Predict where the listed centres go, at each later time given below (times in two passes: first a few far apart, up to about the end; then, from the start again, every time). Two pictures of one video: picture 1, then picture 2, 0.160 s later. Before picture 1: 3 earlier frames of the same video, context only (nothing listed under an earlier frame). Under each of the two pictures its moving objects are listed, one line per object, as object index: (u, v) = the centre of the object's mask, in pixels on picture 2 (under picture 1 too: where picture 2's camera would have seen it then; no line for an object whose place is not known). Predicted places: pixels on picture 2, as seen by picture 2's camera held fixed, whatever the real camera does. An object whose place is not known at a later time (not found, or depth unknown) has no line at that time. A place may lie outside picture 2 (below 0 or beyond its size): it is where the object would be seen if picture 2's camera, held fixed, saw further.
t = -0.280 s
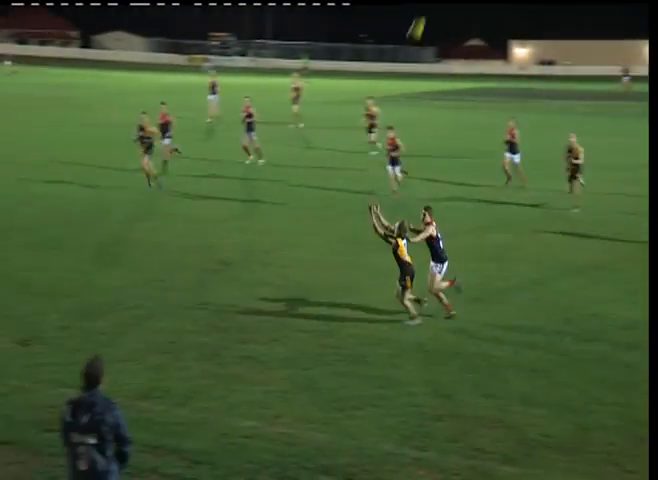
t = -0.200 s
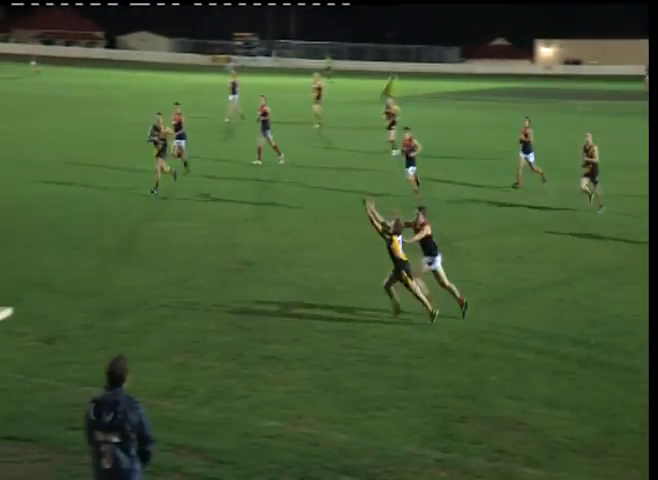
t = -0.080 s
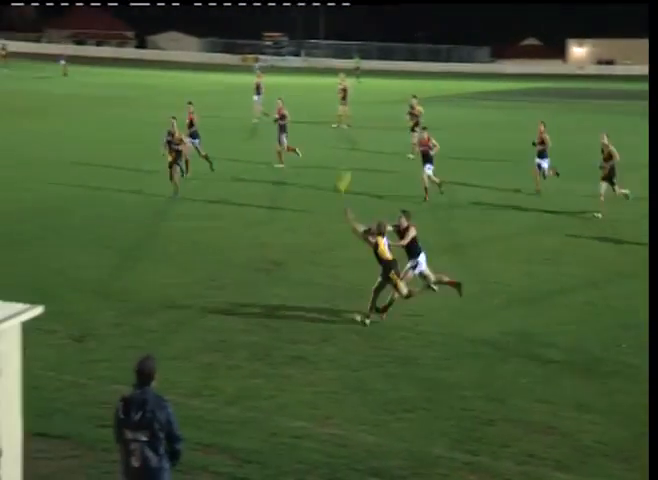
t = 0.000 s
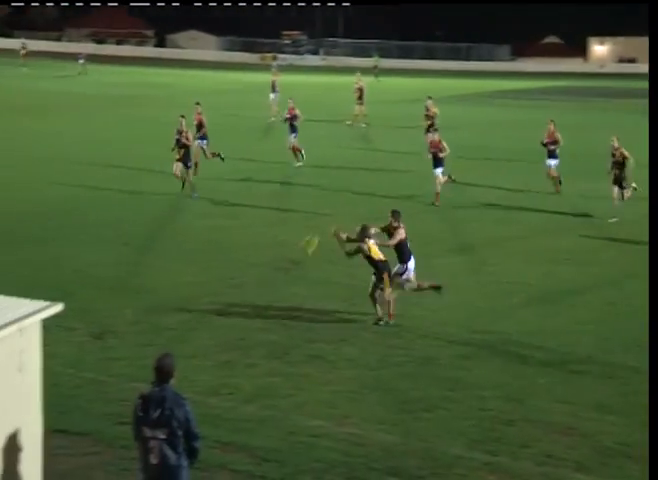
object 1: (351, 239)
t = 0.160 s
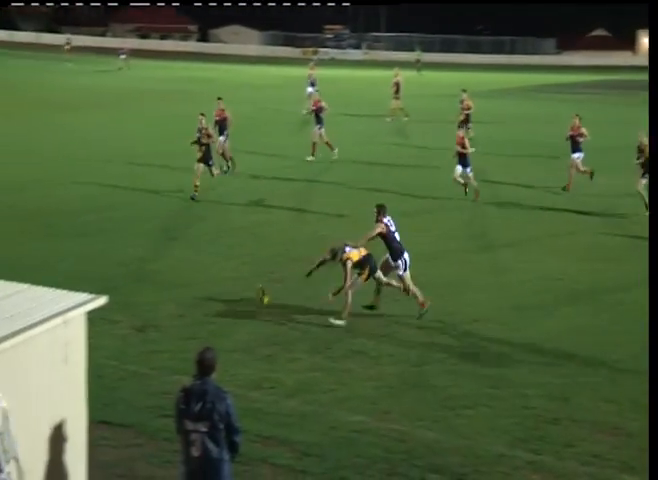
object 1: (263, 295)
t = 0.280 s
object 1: (209, 262)
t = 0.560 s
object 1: (85, 222)
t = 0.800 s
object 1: (-21, 233)
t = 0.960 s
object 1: (-92, 260)
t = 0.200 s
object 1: (244, 283)
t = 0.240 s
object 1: (227, 272)
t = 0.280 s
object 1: (209, 262)
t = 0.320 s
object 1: (191, 253)
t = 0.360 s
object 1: (174, 245)
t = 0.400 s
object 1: (157, 238)
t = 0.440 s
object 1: (139, 233)
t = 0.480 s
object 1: (121, 227)
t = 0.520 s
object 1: (103, 225)
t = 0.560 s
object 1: (85, 222)
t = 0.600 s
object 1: (68, 221)
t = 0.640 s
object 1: (50, 221)
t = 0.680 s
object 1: (33, 222)
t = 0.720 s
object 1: (14, 224)
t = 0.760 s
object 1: (-3, 228)
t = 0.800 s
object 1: (-21, 233)
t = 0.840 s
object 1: (-39, 239)
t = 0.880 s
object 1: (-57, 246)
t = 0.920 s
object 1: (-73, 254)
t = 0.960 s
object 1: (-92, 260)
